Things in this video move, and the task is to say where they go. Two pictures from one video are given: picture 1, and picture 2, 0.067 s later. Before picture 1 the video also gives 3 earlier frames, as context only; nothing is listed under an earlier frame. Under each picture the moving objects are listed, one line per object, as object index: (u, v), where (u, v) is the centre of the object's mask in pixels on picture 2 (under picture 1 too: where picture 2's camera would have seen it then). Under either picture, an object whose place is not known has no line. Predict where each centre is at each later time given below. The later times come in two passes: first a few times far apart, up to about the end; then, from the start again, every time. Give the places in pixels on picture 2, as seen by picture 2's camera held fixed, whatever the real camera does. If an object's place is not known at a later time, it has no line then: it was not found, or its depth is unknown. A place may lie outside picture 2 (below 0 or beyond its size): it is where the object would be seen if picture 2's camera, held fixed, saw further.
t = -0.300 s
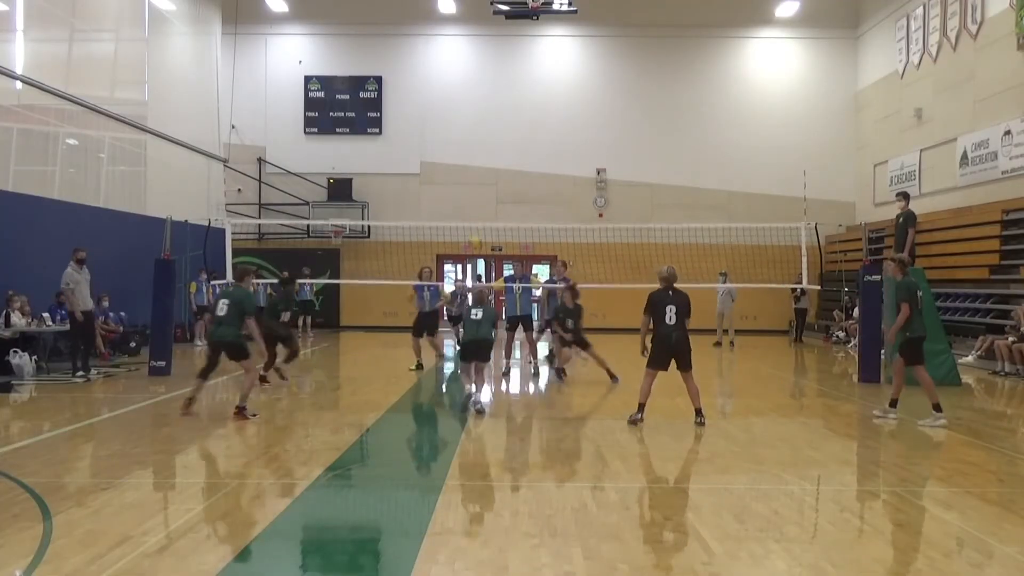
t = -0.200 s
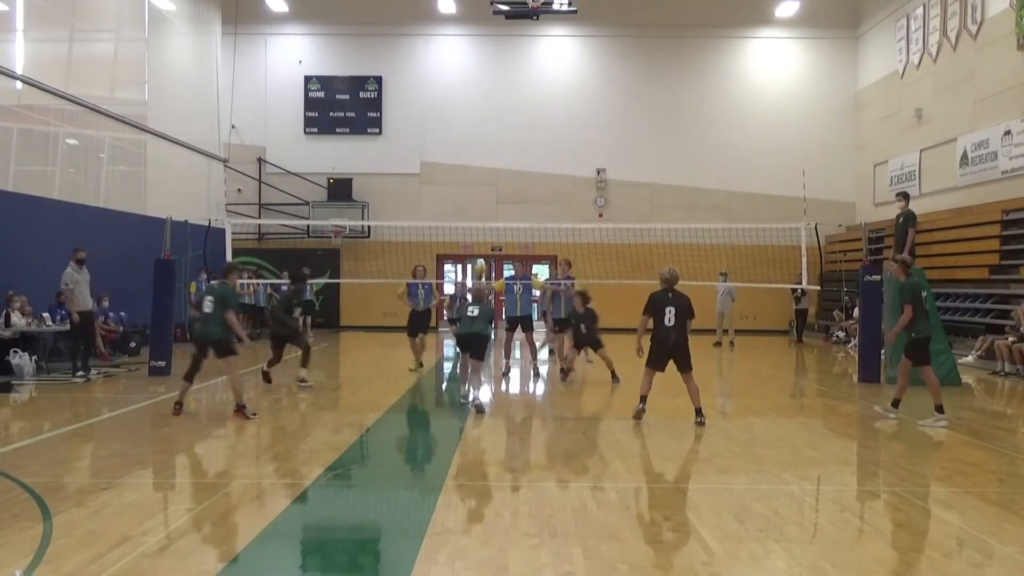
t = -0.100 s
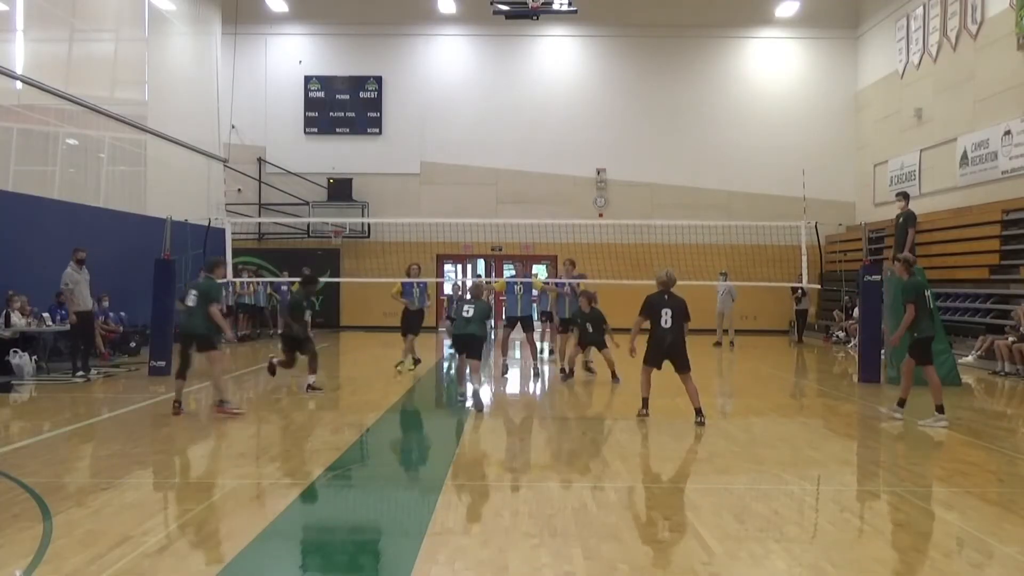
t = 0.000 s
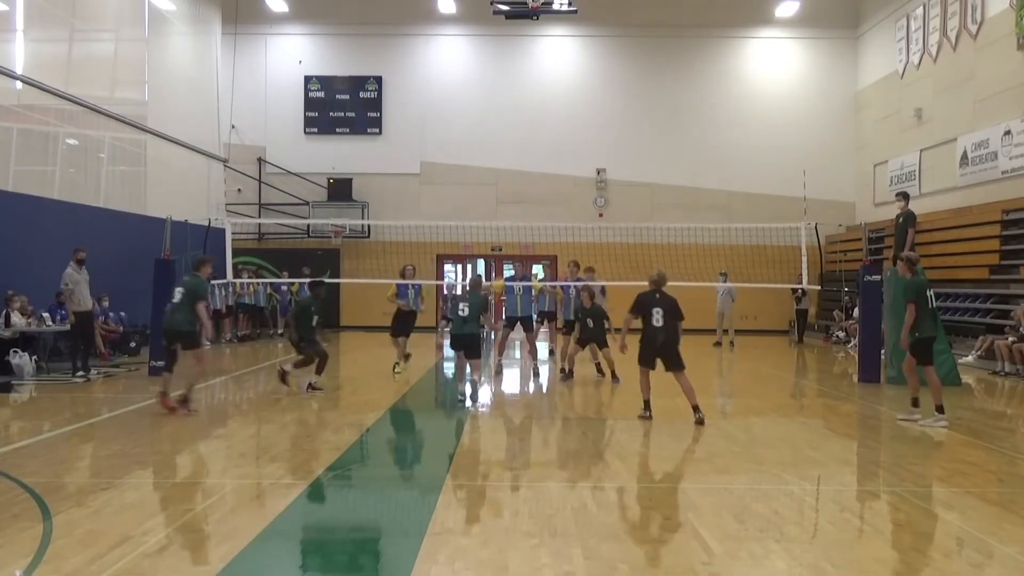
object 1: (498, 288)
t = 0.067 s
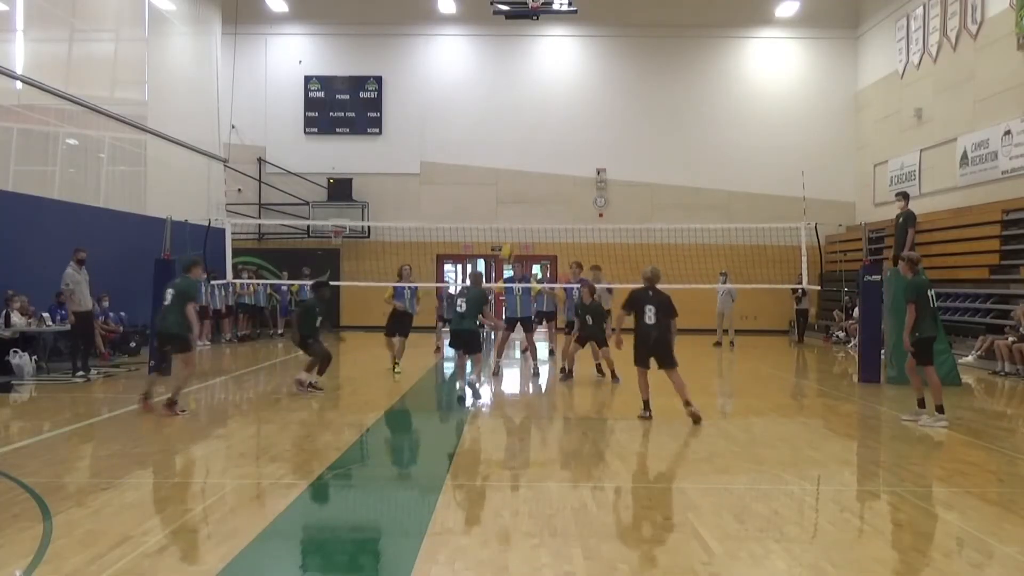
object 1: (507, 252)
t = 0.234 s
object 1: (532, 187)
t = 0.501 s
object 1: (571, 119)
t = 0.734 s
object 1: (602, 104)
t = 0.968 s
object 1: (632, 127)
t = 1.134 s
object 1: (653, 165)
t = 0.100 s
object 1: (513, 238)
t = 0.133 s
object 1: (518, 223)
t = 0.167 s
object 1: (522, 211)
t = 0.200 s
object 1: (528, 198)
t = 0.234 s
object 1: (532, 187)
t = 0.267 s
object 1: (537, 174)
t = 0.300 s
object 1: (542, 165)
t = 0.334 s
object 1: (547, 154)
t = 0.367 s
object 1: (552, 146)
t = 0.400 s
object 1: (557, 139)
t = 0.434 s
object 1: (562, 131)
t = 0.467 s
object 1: (566, 125)
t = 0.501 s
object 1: (571, 119)
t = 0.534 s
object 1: (575, 116)
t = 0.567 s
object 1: (580, 111)
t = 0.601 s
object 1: (584, 109)
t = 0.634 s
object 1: (588, 106)
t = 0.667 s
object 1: (593, 105)
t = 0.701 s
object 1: (598, 104)
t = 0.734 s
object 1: (602, 104)
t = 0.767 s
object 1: (606, 105)
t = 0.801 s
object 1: (611, 107)
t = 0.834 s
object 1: (615, 109)
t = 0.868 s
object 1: (620, 112)
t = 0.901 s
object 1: (624, 116)
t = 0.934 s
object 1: (628, 121)
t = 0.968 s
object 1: (632, 127)
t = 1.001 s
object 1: (636, 134)
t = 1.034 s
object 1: (641, 140)
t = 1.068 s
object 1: (645, 148)
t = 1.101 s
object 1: (649, 156)
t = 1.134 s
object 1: (653, 165)
